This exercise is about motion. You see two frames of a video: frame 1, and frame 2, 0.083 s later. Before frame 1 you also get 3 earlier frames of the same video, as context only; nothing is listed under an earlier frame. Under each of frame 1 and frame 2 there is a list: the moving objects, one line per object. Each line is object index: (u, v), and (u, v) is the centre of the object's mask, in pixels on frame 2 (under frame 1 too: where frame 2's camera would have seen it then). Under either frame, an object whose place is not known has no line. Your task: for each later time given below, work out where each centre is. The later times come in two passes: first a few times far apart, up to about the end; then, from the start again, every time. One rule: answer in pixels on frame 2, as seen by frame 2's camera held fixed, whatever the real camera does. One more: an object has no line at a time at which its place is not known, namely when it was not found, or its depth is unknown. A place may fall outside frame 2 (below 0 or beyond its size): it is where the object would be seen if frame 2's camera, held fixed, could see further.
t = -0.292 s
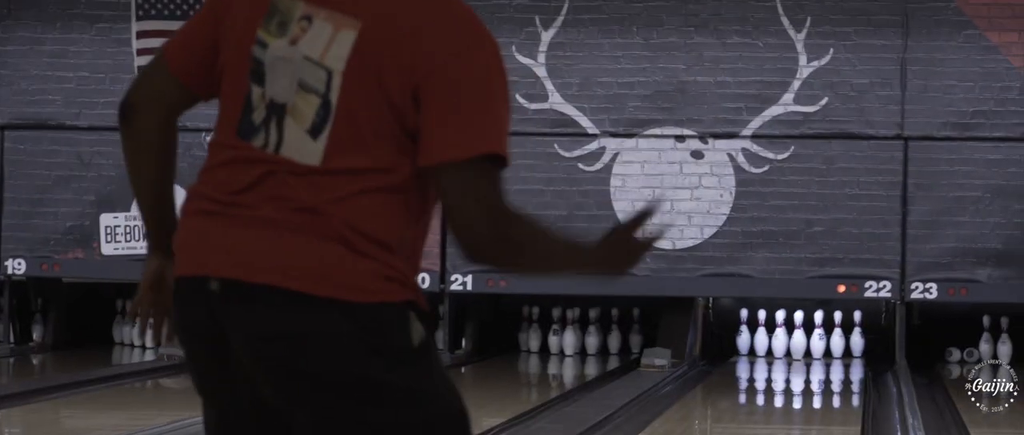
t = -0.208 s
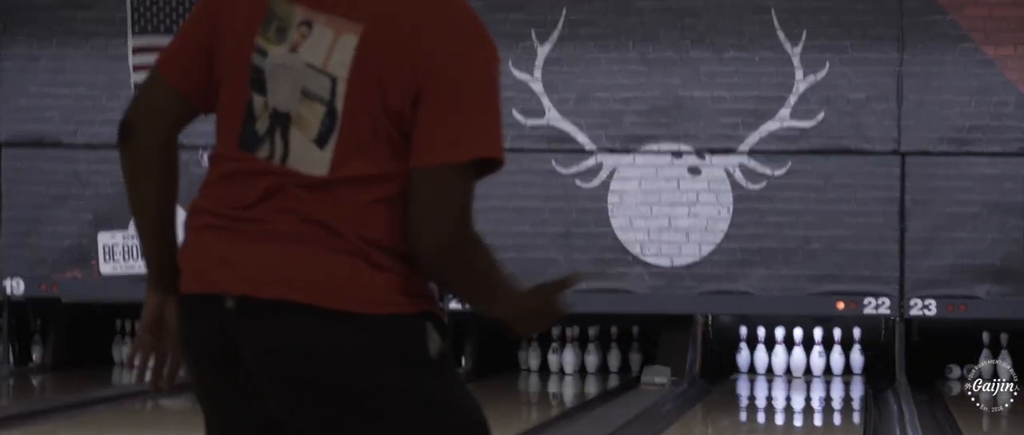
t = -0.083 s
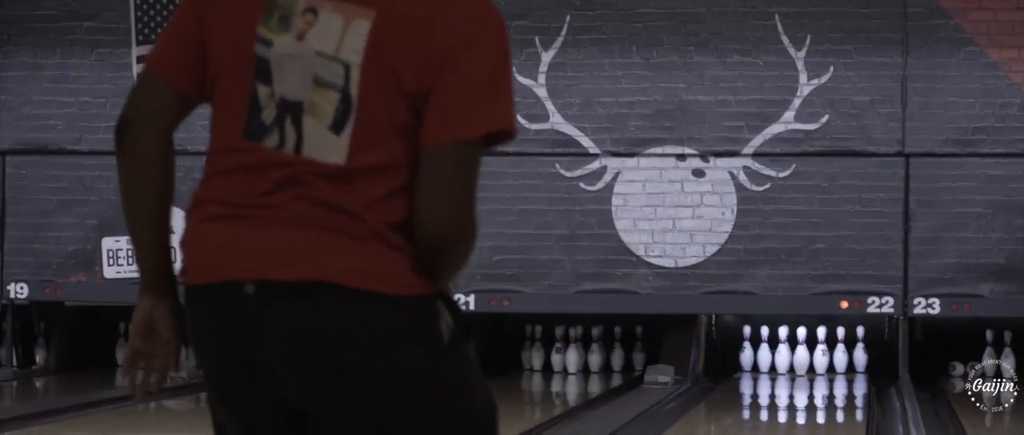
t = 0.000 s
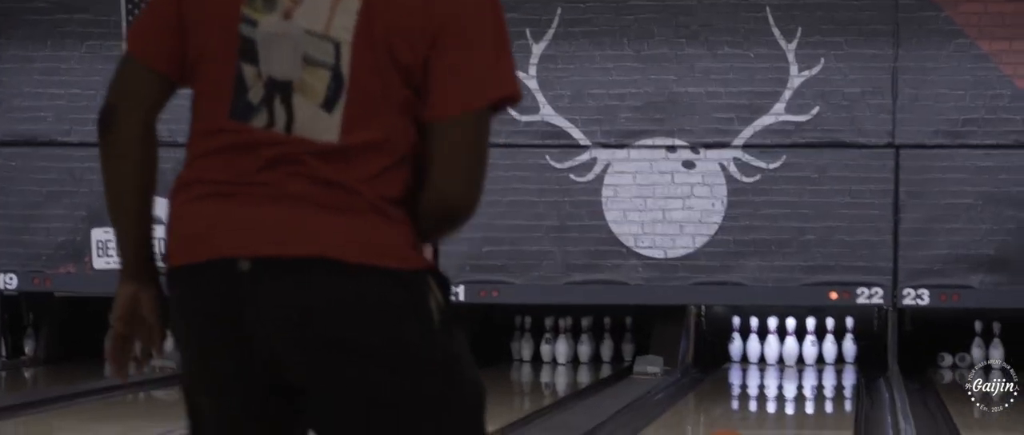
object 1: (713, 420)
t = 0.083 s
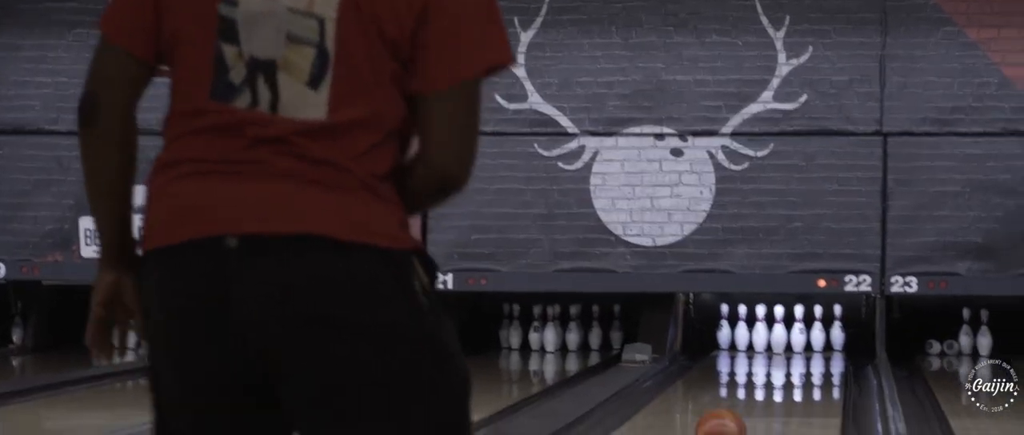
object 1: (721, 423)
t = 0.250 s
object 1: (735, 416)
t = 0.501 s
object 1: (752, 397)
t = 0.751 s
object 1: (763, 380)
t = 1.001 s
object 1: (772, 367)
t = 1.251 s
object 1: (776, 357)
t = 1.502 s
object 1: (777, 348)
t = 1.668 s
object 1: (775, 343)
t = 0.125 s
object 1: (725, 423)
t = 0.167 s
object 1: (728, 424)
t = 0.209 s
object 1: (732, 420)
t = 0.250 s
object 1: (735, 416)
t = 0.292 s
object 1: (739, 412)
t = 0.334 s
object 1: (742, 409)
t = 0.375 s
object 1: (744, 406)
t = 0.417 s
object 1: (747, 402)
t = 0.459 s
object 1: (750, 400)
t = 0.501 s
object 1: (752, 397)
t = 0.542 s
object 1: (755, 395)
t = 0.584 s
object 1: (757, 392)
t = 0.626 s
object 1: (758, 388)
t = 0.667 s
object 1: (760, 386)
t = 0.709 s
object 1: (762, 383)
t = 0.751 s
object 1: (763, 380)
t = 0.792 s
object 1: (765, 378)
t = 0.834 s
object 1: (766, 375)
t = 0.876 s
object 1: (768, 373)
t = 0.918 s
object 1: (769, 370)
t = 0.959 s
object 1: (770, 368)
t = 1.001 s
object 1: (772, 367)
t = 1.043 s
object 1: (773, 365)
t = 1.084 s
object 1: (775, 364)
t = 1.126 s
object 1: (776, 362)
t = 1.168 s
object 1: (775, 361)
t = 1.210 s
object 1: (775, 359)
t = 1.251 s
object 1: (776, 357)
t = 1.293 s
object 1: (776, 356)
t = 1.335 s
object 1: (777, 354)
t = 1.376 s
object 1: (777, 352)
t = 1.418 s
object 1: (777, 351)
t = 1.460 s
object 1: (777, 350)
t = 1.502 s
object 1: (777, 348)
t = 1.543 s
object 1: (777, 346)
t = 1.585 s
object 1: (777, 345)
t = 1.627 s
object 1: (776, 344)
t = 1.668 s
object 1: (775, 343)
